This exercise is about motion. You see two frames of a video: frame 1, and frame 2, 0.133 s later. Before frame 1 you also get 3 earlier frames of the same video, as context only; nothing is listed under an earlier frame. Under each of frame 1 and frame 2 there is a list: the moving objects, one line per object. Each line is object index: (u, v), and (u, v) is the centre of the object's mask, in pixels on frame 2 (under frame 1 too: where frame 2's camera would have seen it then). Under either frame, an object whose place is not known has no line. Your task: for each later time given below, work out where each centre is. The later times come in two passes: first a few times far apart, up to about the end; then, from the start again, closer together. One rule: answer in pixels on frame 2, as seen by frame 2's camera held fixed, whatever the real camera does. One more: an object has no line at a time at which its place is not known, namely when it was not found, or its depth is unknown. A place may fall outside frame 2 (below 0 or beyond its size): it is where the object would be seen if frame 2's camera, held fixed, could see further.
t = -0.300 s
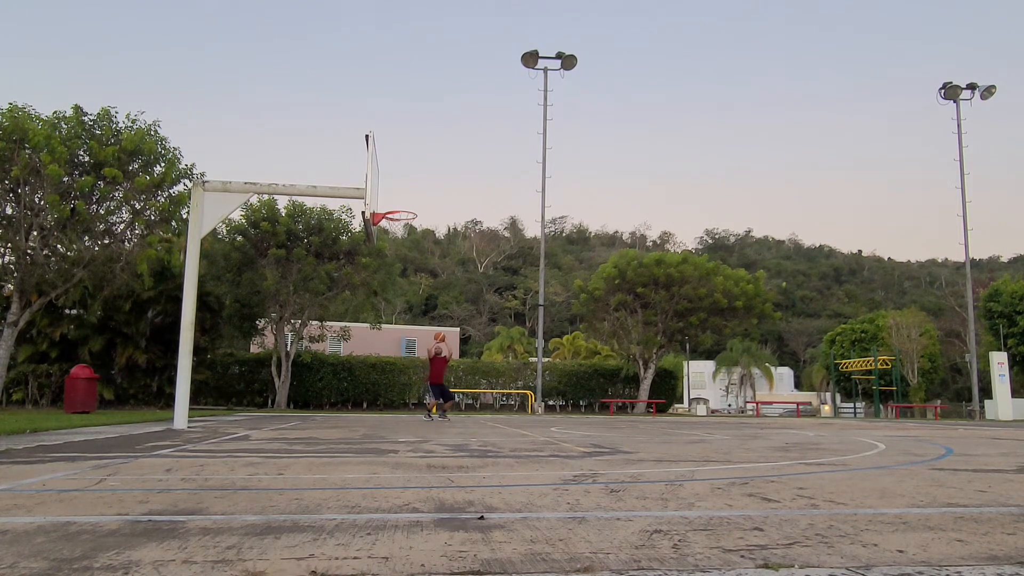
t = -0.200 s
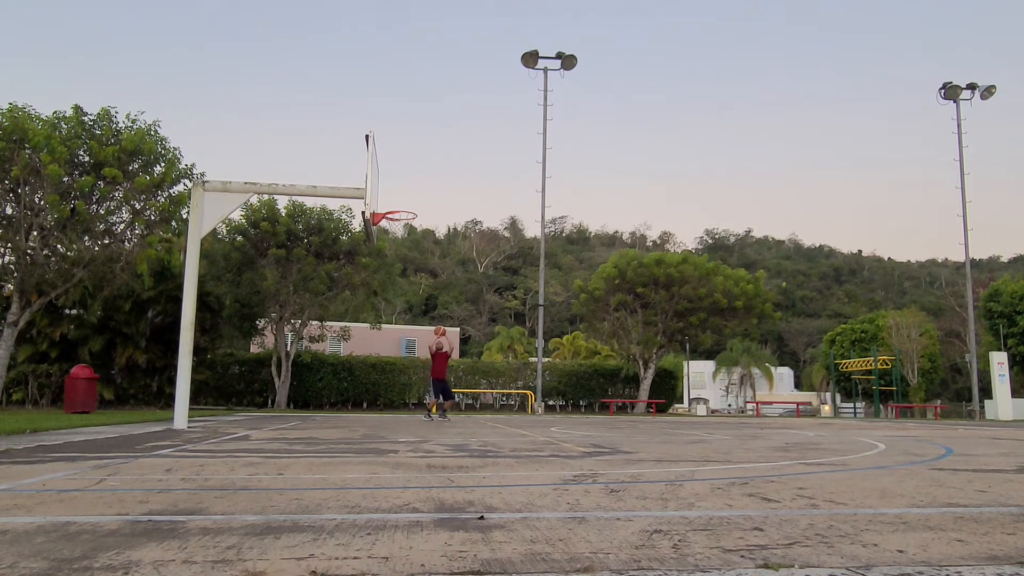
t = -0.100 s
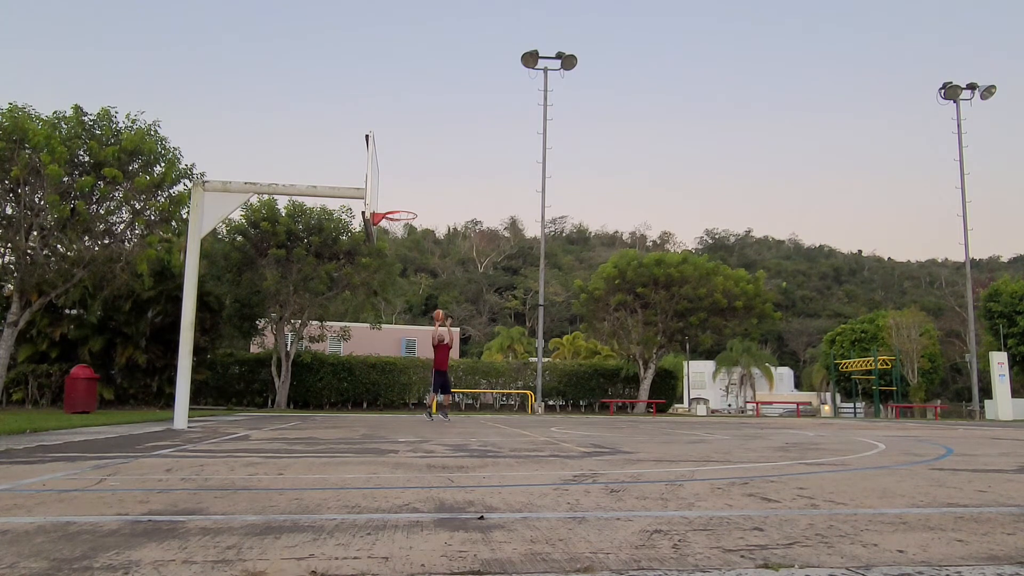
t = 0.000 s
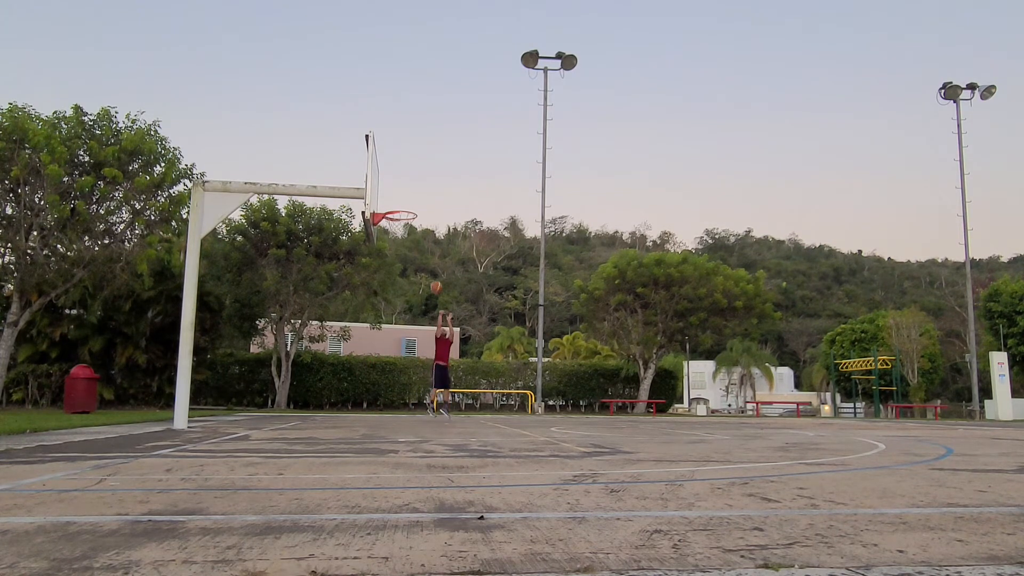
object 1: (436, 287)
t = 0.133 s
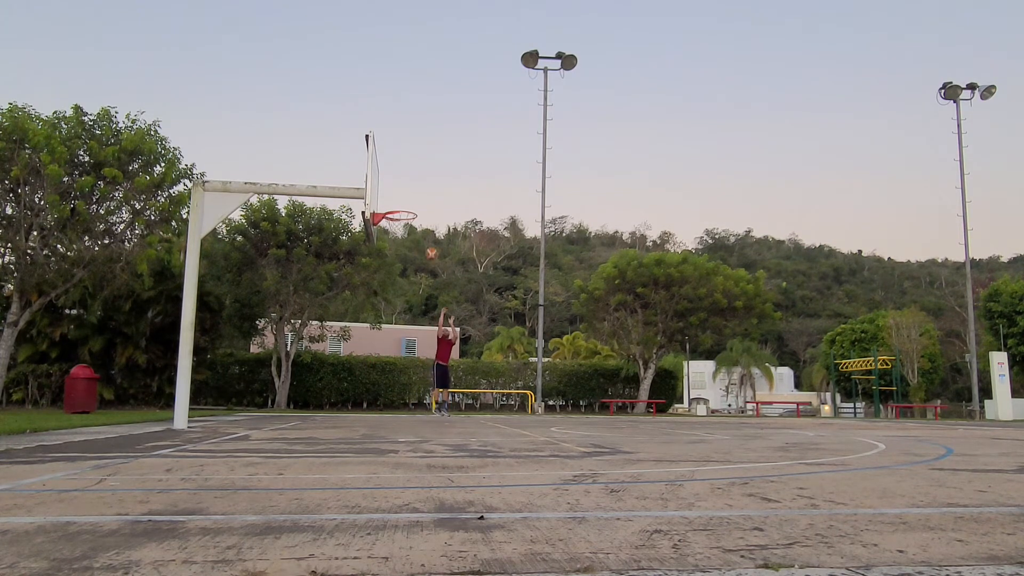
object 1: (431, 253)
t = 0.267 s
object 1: (426, 228)
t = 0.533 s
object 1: (413, 199)
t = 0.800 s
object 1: (397, 207)
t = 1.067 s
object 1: (375, 265)
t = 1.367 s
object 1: (342, 413)
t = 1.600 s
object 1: (330, 319)
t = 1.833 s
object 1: (318, 240)
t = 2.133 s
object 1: (297, 203)
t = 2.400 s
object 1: (271, 238)
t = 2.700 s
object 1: (230, 375)
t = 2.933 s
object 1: (203, 350)
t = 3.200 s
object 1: (172, 251)
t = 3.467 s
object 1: (127, 232)
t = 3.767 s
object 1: (50, 341)
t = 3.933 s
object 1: (9, 432)
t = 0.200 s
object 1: (428, 240)
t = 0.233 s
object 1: (427, 234)
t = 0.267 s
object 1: (426, 228)
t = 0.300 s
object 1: (425, 223)
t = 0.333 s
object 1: (423, 217)
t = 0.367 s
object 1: (422, 213)
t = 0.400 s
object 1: (420, 209)
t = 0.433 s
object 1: (419, 206)
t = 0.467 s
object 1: (417, 203)
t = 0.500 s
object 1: (415, 201)
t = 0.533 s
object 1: (413, 199)
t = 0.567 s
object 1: (412, 198)
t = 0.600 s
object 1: (410, 197)
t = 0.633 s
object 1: (408, 197)
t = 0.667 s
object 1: (406, 198)
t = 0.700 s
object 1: (404, 199)
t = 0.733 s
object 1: (402, 202)
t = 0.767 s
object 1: (400, 204)
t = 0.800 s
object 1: (397, 207)
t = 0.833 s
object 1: (395, 213)
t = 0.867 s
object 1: (394, 217)
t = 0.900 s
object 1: (390, 223)
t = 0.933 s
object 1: (386, 230)
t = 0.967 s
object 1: (384, 238)
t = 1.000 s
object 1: (382, 246)
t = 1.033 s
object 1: (379, 255)
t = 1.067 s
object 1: (375, 265)
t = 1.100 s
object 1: (372, 277)
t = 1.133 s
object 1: (370, 290)
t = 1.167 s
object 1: (366, 304)
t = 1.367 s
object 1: (342, 413)
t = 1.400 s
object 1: (339, 419)
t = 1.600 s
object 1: (330, 319)
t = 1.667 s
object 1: (328, 292)
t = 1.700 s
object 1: (326, 280)
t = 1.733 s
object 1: (324, 269)
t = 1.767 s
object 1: (323, 258)
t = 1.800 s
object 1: (320, 249)
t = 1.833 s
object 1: (318, 240)
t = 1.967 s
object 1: (310, 215)
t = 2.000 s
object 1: (308, 210)
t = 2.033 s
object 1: (305, 207)
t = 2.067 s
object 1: (303, 205)
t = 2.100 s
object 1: (300, 204)
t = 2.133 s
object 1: (297, 203)
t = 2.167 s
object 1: (295, 203)
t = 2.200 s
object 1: (291, 205)
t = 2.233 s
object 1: (288, 208)
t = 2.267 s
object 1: (285, 212)
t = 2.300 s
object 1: (282, 217)
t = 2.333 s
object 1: (278, 222)
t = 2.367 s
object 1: (274, 229)
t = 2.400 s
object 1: (271, 238)
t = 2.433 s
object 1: (267, 247)
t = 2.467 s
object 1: (263, 258)
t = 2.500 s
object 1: (259, 270)
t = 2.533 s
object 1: (254, 284)
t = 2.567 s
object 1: (249, 299)
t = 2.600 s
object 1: (245, 316)
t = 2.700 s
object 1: (230, 375)
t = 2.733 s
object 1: (224, 397)
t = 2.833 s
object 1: (212, 405)
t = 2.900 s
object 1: (206, 368)
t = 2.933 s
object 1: (203, 350)
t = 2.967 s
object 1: (201, 334)
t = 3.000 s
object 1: (197, 319)
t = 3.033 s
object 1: (193, 304)
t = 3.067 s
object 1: (189, 291)
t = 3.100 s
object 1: (185, 279)
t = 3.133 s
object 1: (181, 268)
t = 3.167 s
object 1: (176, 259)
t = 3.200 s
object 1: (172, 251)
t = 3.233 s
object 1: (168, 244)
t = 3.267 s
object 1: (163, 238)
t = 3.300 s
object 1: (158, 234)
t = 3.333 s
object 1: (152, 231)
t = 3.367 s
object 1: (146, 229)
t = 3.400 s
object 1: (140, 229)
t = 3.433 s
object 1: (134, 230)
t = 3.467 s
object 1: (127, 232)
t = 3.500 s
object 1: (120, 237)
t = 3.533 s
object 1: (113, 244)
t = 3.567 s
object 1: (105, 252)
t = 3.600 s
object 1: (97, 261)
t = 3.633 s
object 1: (89, 273)
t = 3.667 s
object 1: (80, 287)
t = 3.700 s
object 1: (70, 303)
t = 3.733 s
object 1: (60, 321)
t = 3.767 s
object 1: (50, 341)
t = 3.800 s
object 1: (39, 364)
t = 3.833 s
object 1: (28, 390)
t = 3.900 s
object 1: (12, 450)
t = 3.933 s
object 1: (9, 432)
